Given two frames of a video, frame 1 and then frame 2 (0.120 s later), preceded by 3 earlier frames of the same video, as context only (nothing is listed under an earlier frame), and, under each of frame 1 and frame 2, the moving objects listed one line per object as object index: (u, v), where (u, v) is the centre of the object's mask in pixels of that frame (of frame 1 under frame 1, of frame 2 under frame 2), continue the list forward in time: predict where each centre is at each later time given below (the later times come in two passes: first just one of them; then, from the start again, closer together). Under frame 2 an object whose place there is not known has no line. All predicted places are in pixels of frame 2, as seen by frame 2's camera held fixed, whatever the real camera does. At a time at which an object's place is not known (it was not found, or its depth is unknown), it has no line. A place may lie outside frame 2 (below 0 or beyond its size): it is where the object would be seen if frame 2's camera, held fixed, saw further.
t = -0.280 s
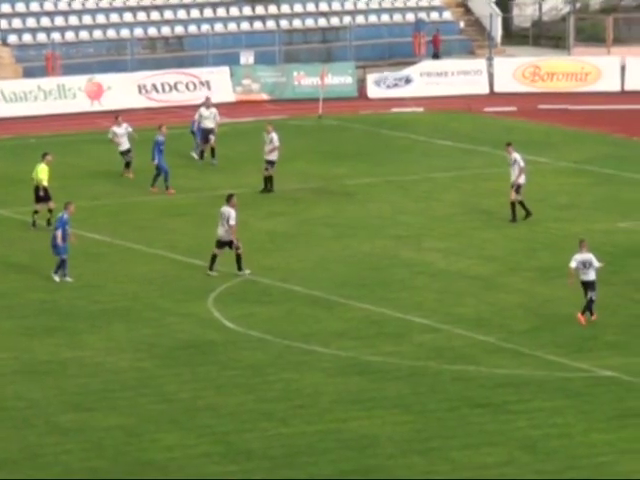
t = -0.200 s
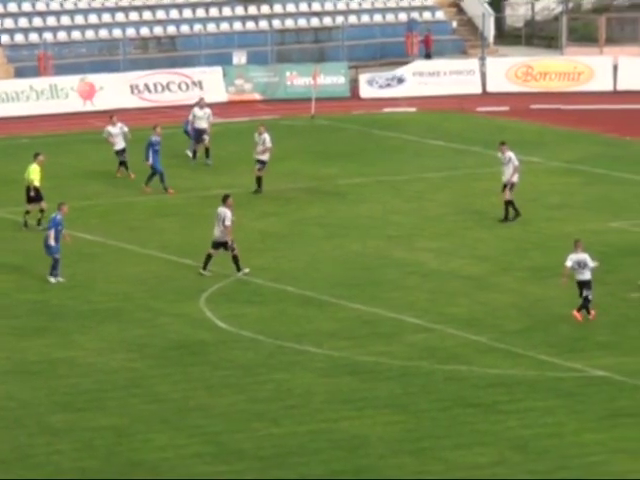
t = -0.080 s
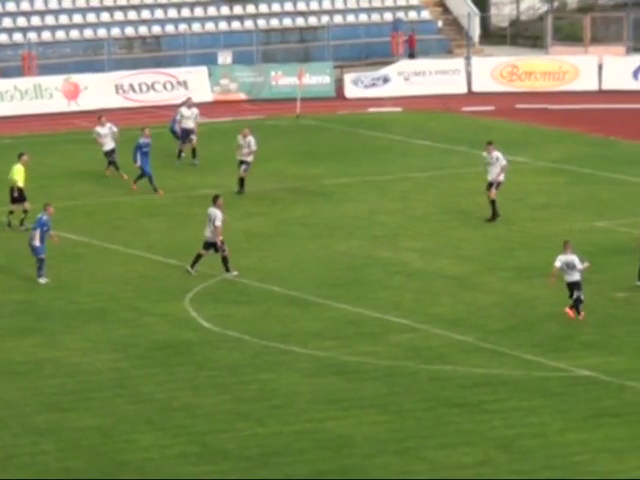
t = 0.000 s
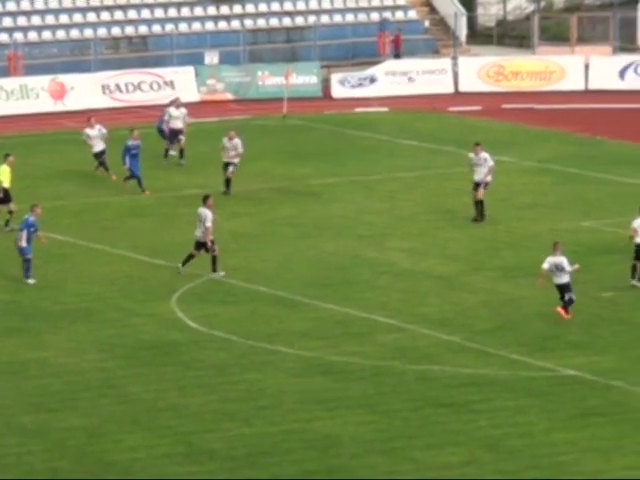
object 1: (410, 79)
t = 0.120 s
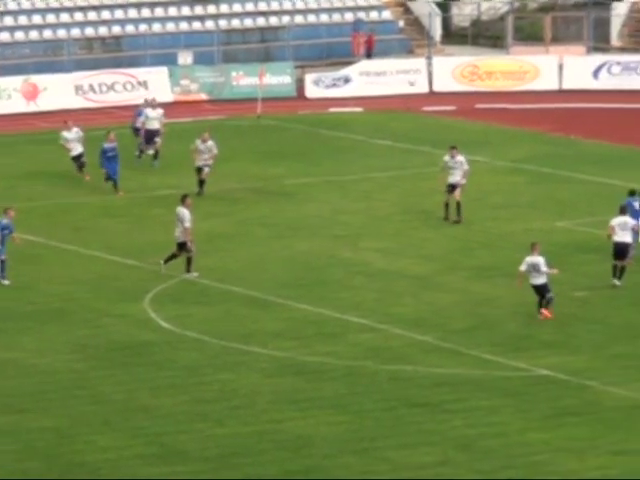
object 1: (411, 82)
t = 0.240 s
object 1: (428, 89)
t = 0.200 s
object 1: (424, 86)
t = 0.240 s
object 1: (428, 89)
